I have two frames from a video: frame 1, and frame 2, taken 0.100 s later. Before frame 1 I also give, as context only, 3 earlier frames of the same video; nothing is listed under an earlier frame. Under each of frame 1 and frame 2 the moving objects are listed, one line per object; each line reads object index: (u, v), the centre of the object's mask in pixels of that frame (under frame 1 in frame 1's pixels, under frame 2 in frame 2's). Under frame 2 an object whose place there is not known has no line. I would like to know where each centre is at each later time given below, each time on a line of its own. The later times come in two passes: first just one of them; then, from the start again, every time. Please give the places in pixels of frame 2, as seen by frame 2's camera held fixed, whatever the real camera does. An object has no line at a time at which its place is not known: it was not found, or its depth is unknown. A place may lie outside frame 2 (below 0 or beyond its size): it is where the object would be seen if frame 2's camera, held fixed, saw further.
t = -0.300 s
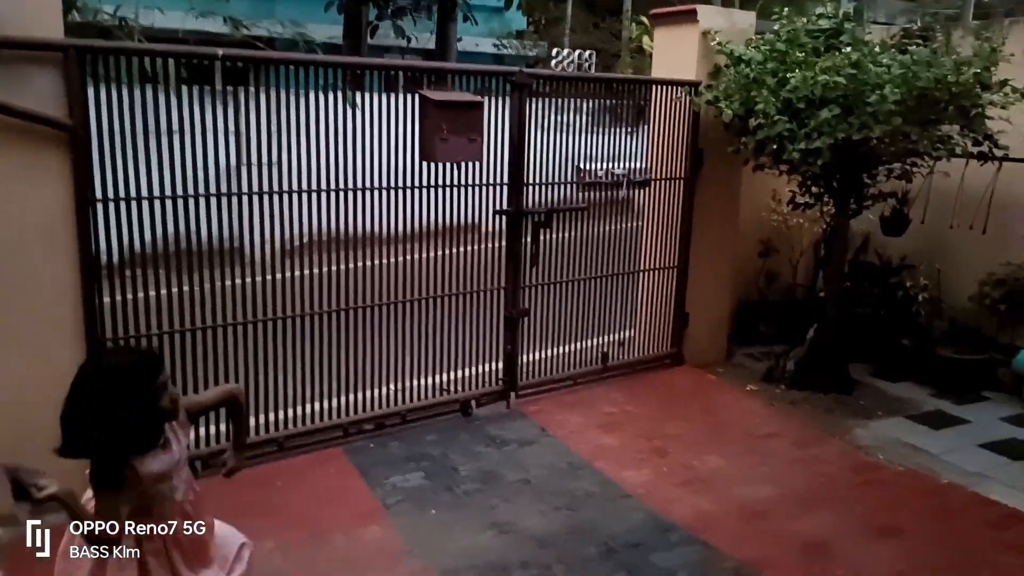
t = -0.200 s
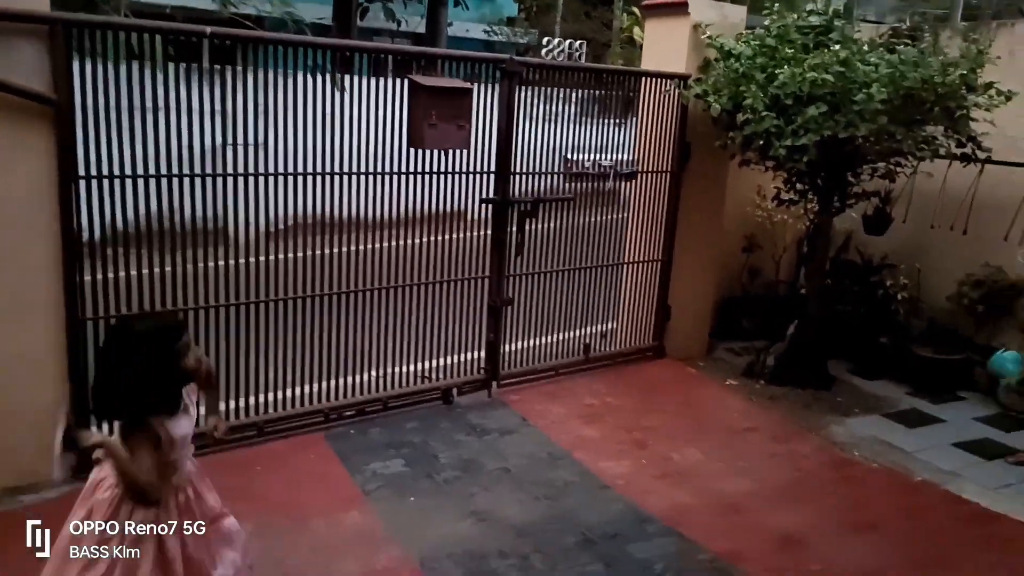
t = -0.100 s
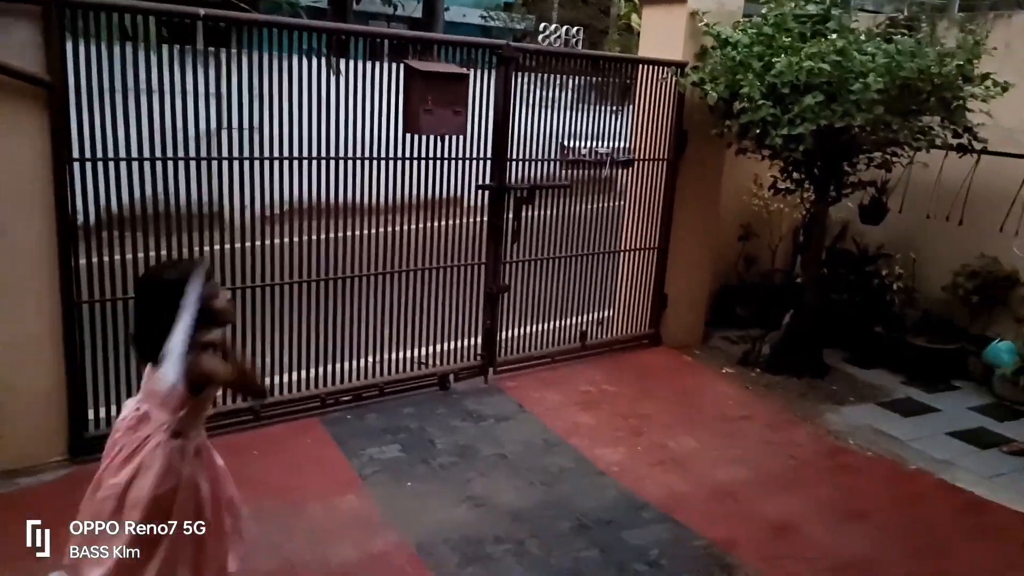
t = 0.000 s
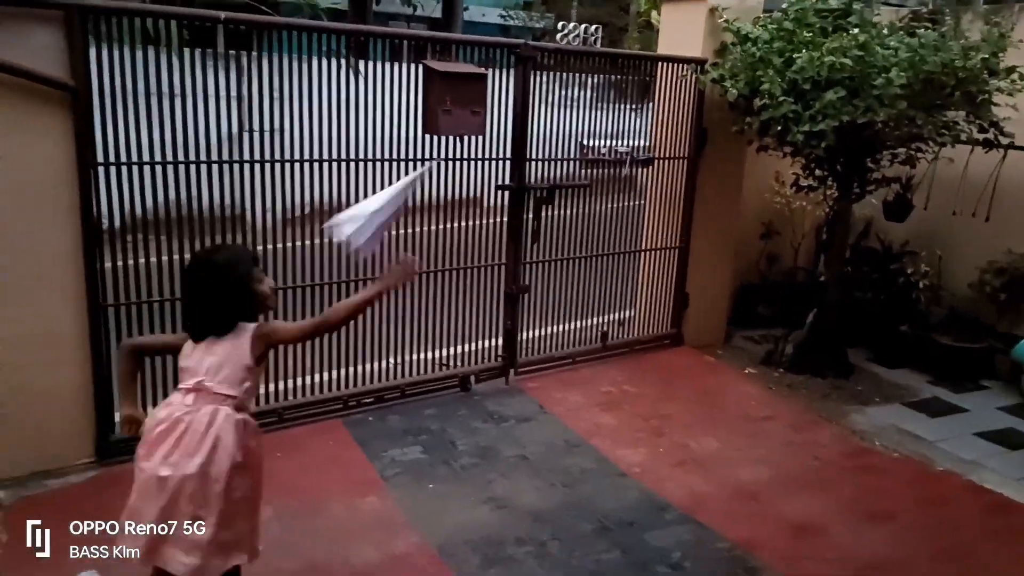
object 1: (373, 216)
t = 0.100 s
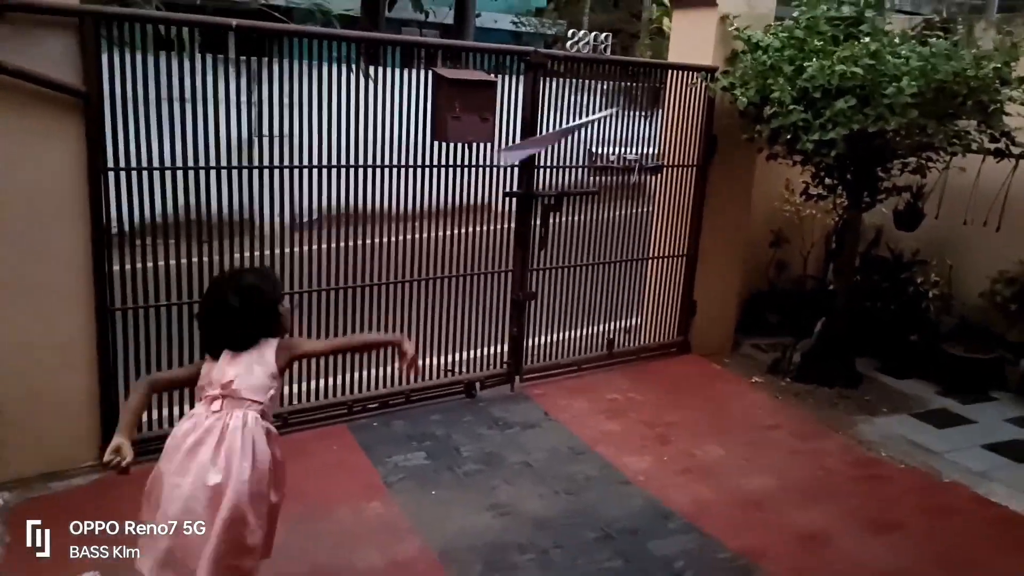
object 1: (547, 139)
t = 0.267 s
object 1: (759, 109)
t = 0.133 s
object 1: (571, 131)
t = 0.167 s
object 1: (635, 115)
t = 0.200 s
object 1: (676, 110)
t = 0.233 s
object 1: (698, 108)
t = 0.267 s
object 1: (759, 109)
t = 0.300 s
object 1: (800, 112)
